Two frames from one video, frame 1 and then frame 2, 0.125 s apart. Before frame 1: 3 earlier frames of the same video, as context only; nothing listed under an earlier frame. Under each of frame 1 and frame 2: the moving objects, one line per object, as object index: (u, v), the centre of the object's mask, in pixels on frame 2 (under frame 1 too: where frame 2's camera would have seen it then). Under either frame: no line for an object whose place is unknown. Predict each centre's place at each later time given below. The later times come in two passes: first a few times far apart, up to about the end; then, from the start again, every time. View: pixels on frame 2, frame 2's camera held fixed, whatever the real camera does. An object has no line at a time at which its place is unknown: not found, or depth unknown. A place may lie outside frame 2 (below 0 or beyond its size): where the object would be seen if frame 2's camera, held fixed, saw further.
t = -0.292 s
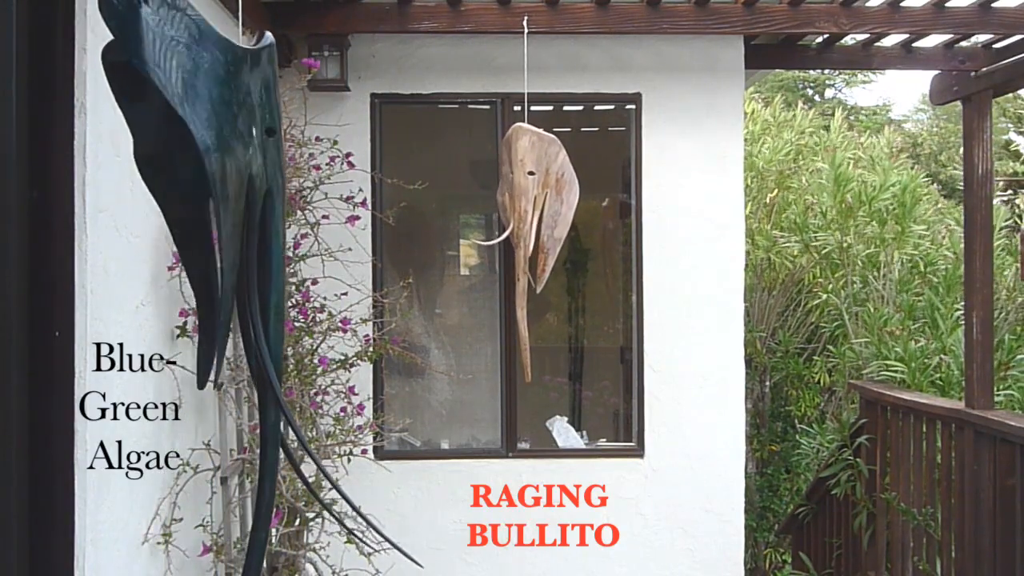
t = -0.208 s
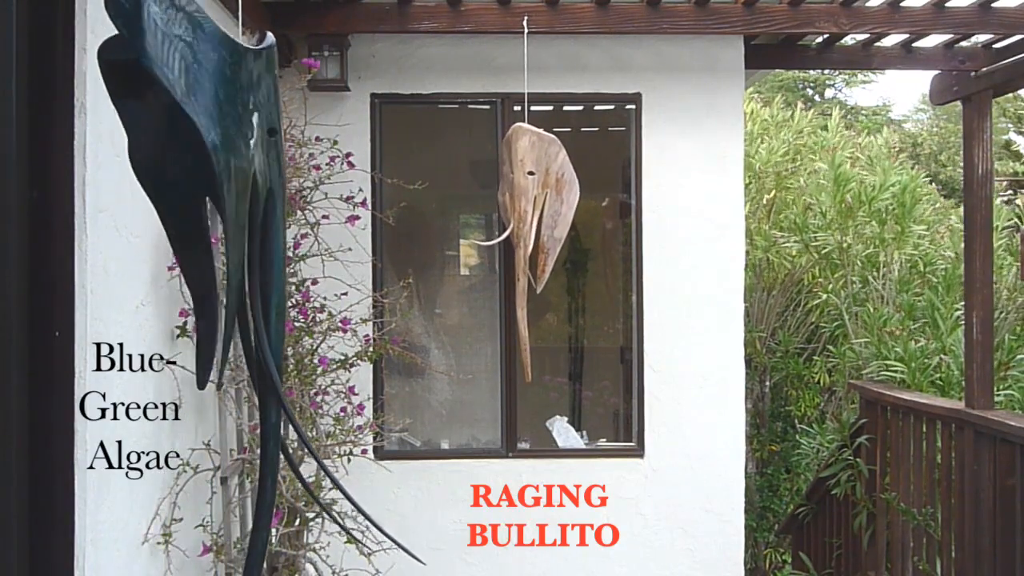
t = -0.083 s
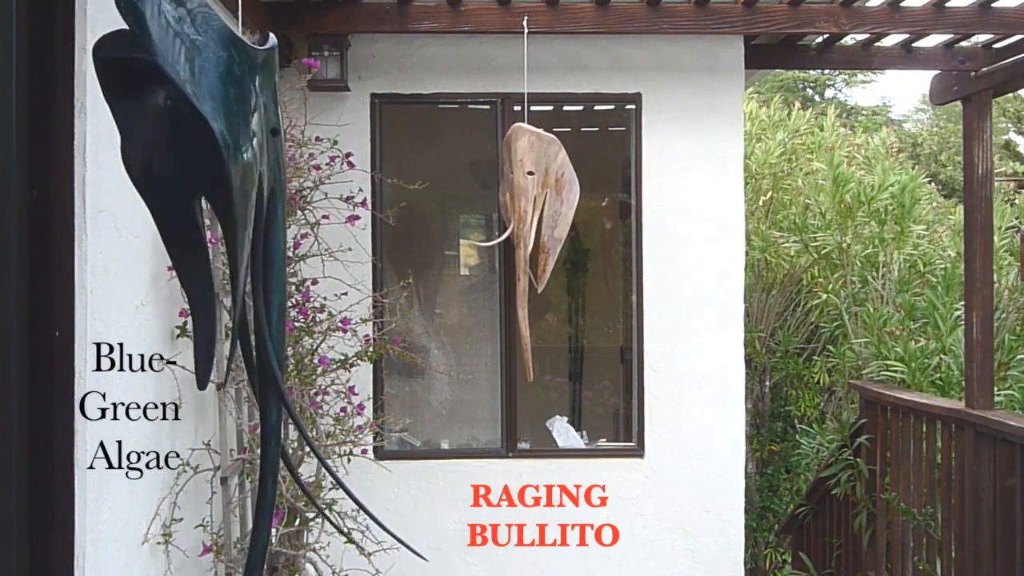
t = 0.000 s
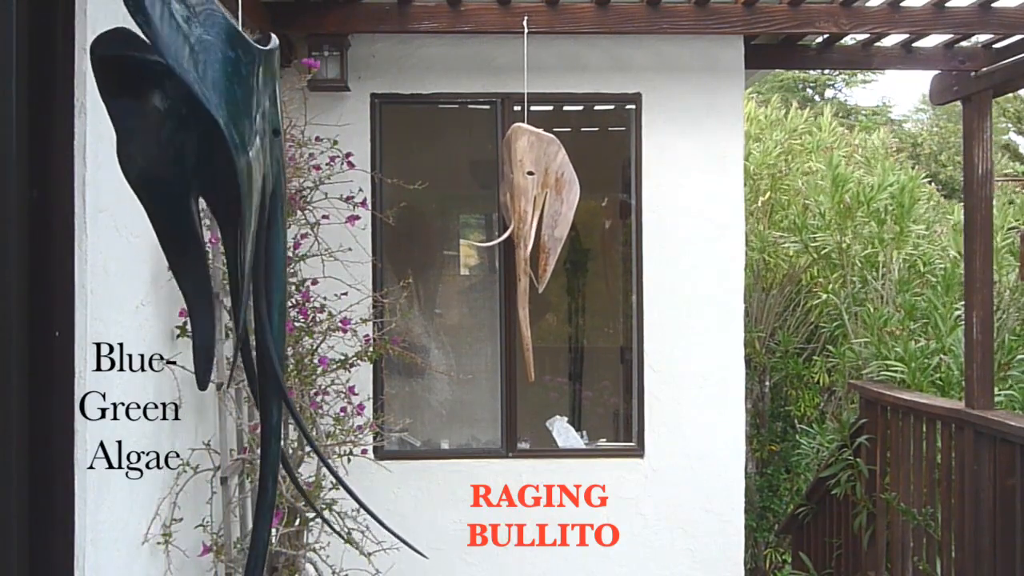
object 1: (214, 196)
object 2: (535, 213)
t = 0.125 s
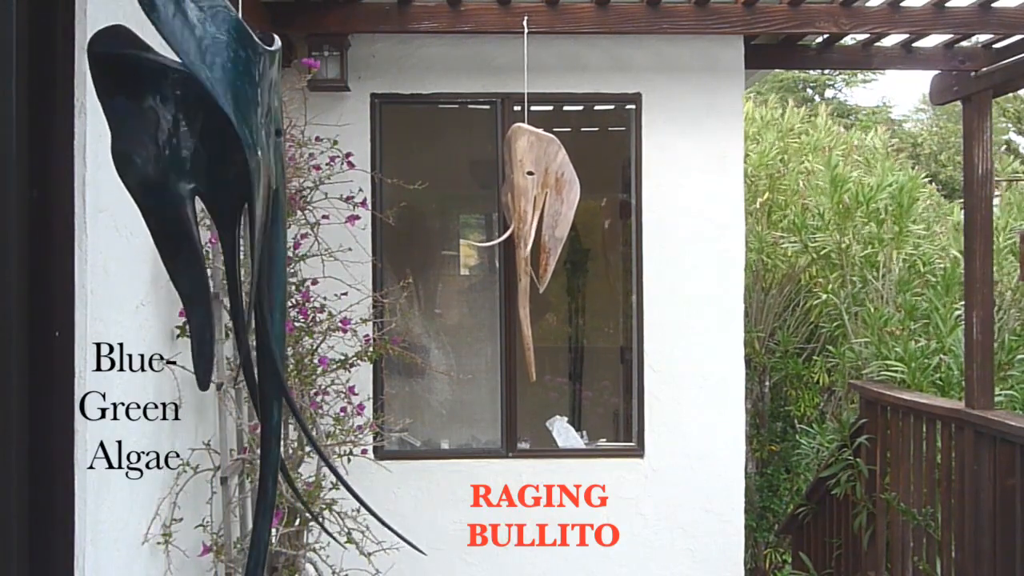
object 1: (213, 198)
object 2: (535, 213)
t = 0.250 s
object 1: (213, 199)
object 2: (536, 212)
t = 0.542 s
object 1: (214, 203)
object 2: (538, 213)
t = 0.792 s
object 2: (537, 216)
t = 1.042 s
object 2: (536, 216)
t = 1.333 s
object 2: (534, 218)
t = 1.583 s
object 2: (533, 218)
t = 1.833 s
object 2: (532, 220)
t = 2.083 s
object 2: (532, 221)
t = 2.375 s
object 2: (529, 224)
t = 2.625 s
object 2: (528, 227)
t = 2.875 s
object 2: (529, 229)
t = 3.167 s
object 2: (532, 226)
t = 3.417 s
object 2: (535, 223)
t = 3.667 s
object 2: (534, 221)
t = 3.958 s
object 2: (534, 220)
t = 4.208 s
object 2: (534, 219)
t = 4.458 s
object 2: (534, 219)
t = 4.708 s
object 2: (535, 218)
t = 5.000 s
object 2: (538, 218)
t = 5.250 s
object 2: (539, 217)
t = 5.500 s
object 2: (538, 215)
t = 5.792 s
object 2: (536, 214)
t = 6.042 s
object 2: (535, 213)
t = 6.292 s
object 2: (535, 211)
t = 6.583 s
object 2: (536, 210)
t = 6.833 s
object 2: (536, 210)
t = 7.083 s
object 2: (534, 210)
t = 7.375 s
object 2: (532, 209)
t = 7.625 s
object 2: (530, 209)
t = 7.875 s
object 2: (530, 211)
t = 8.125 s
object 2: (530, 211)
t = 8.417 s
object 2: (530, 210)
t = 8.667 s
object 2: (529, 210)
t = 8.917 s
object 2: (527, 210)
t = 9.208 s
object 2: (525, 210)
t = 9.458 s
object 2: (524, 209)
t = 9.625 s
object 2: (523, 210)
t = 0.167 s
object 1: (213, 198)
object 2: (536, 212)
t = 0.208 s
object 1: (213, 199)
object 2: (536, 212)
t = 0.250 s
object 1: (213, 199)
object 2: (536, 212)
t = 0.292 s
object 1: (213, 200)
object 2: (537, 213)
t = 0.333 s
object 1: (212, 200)
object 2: (537, 213)
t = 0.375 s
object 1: (212, 201)
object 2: (537, 214)
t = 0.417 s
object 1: (212, 202)
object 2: (538, 213)
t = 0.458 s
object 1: (213, 202)
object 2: (538, 213)
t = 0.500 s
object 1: (213, 203)
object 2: (538, 213)
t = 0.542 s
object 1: (214, 203)
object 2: (538, 213)
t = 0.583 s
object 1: (214, 204)
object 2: (538, 213)
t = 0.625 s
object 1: (215, 204)
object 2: (538, 213)
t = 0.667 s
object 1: (216, 205)
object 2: (538, 214)
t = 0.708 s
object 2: (537, 214)
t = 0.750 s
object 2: (537, 216)
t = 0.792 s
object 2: (537, 216)
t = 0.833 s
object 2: (537, 215)
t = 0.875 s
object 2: (537, 216)
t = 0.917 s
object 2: (536, 217)
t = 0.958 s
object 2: (536, 216)
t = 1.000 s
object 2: (536, 217)
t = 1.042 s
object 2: (536, 216)
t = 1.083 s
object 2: (535, 217)
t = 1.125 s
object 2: (535, 217)
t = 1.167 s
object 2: (535, 217)
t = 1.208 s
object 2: (535, 217)
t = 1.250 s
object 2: (534, 217)
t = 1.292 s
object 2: (534, 218)
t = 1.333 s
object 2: (534, 218)
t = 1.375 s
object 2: (534, 217)
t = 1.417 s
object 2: (534, 218)
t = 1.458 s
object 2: (534, 218)
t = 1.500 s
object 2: (533, 219)
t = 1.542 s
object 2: (533, 219)
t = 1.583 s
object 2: (533, 218)
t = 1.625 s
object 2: (533, 219)
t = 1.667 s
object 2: (533, 220)
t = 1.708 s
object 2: (533, 219)
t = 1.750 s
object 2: (533, 219)
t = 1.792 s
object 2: (533, 219)
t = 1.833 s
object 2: (532, 220)
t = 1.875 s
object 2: (533, 220)
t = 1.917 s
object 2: (533, 220)
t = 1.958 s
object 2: (532, 220)
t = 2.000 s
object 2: (532, 221)
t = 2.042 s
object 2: (532, 220)
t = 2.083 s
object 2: (532, 221)
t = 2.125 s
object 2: (530, 223)
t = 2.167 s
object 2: (530, 223)
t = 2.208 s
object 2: (530, 223)
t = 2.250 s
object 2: (530, 224)
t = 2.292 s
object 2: (530, 224)
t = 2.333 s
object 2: (530, 224)
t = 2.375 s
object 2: (529, 224)
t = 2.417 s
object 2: (529, 225)
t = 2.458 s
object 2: (529, 225)
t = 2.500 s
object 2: (529, 226)
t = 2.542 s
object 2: (528, 226)
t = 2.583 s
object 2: (528, 226)
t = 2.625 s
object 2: (528, 227)
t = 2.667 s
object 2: (528, 228)
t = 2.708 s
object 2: (528, 228)
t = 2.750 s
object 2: (528, 229)
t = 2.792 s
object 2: (528, 229)
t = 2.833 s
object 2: (528, 229)
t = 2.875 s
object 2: (529, 229)
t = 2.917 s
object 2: (529, 228)
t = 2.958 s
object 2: (530, 228)
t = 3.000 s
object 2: (530, 228)
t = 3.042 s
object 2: (531, 227)
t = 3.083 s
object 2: (531, 227)
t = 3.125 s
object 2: (531, 226)
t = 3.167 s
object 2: (532, 226)
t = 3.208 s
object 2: (533, 225)
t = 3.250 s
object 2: (533, 224)
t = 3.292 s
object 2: (534, 224)
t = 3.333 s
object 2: (534, 223)
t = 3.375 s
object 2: (534, 224)
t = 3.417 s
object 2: (535, 223)
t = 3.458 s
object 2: (534, 222)
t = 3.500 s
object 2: (535, 223)
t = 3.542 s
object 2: (534, 222)
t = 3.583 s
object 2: (534, 222)
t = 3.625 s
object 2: (534, 221)
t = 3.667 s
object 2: (534, 221)
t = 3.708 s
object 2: (535, 219)
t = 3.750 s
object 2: (534, 222)
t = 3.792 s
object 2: (534, 220)
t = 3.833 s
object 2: (534, 220)
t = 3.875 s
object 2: (534, 221)
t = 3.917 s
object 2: (534, 221)
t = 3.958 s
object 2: (534, 220)
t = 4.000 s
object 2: (534, 220)
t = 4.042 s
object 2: (534, 219)
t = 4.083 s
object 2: (534, 220)
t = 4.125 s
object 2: (534, 220)
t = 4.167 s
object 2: (534, 220)
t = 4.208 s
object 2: (534, 219)
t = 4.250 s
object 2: (534, 219)
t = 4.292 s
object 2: (534, 219)
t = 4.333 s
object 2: (534, 219)
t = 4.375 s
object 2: (534, 219)
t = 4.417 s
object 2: (534, 219)
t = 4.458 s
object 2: (534, 219)
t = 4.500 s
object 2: (534, 219)
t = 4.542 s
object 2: (534, 218)
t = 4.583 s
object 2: (534, 219)
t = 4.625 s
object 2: (534, 219)
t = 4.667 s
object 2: (534, 219)
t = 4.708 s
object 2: (535, 218)
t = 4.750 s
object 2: (535, 218)
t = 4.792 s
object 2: (536, 218)
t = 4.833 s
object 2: (536, 218)
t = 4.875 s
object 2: (536, 218)
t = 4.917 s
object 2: (537, 218)
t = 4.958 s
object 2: (537, 218)
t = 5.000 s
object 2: (538, 218)
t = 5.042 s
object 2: (538, 218)
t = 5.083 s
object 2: (538, 218)
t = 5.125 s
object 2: (538, 218)
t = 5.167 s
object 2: (539, 217)
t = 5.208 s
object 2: (539, 217)
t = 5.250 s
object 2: (539, 217)
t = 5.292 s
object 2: (539, 217)
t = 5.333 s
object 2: (538, 217)
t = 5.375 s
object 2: (539, 216)
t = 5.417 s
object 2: (538, 216)
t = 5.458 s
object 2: (538, 215)
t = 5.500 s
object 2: (538, 215)
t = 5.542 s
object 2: (538, 214)
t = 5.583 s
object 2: (537, 215)
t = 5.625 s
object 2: (537, 214)
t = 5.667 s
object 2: (537, 214)
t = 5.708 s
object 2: (537, 214)
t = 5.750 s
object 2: (537, 214)
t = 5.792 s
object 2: (536, 214)
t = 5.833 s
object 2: (536, 213)
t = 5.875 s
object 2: (536, 213)
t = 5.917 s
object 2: (536, 213)
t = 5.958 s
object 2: (535, 213)
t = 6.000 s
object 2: (535, 213)
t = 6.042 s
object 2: (535, 213)
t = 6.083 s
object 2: (535, 213)
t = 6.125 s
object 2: (535, 213)
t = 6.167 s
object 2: (535, 213)
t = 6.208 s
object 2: (535, 213)
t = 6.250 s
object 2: (535, 212)
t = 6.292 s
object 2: (535, 211)
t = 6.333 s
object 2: (535, 211)
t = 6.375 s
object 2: (535, 211)
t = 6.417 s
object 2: (535, 211)
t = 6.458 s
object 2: (535, 211)
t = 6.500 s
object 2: (535, 211)
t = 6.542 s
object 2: (536, 210)
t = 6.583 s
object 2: (536, 210)
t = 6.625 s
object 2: (536, 210)
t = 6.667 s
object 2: (536, 210)
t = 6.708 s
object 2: (536, 210)
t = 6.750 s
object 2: (536, 210)
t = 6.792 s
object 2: (536, 210)
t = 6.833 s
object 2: (536, 210)
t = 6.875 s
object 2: (536, 210)
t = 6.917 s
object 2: (535, 210)
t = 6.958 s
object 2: (535, 210)
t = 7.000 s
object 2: (535, 210)
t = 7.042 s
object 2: (535, 210)
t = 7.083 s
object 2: (534, 210)
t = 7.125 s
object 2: (534, 210)
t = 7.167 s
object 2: (534, 210)
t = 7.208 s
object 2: (534, 210)
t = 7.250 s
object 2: (533, 210)
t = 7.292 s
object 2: (533, 210)
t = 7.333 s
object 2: (533, 209)
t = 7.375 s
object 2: (532, 209)
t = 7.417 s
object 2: (532, 209)
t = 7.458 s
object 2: (532, 209)
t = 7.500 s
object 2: (531, 209)
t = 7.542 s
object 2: (531, 209)
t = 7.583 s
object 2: (531, 209)
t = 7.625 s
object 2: (530, 209)
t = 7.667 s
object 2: (530, 209)
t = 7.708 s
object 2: (530, 211)
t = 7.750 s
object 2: (530, 211)
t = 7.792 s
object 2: (530, 211)
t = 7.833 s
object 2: (530, 211)
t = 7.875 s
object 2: (530, 211)
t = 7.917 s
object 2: (530, 211)
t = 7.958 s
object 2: (530, 211)
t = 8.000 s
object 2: (530, 211)
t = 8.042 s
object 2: (530, 211)
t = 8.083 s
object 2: (530, 210)
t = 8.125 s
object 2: (530, 211)
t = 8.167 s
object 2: (530, 210)
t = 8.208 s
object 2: (530, 210)
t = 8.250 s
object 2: (530, 210)
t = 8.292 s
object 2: (530, 210)
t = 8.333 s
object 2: (530, 210)
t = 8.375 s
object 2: (530, 210)
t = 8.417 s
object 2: (530, 210)
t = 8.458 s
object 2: (530, 210)
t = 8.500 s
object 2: (529, 210)
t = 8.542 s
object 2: (529, 210)
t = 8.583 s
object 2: (529, 210)
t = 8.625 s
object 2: (529, 210)
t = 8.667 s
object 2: (529, 210)
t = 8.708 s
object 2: (528, 210)
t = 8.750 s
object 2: (528, 210)
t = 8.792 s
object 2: (528, 210)
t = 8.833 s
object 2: (527, 210)
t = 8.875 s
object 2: (527, 210)
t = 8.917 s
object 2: (527, 210)
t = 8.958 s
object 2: (527, 210)
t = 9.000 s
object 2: (526, 210)
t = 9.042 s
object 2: (526, 210)
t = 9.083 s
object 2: (526, 210)
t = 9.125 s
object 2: (525, 210)
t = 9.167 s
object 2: (525, 210)
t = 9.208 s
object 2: (525, 210)
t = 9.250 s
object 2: (524, 210)
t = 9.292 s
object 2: (524, 210)
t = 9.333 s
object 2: (524, 210)
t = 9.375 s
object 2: (524, 210)
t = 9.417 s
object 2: (523, 210)
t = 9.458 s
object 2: (524, 209)
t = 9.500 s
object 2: (523, 211)
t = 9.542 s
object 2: (524, 209)
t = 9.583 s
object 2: (523, 210)
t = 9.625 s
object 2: (523, 210)
